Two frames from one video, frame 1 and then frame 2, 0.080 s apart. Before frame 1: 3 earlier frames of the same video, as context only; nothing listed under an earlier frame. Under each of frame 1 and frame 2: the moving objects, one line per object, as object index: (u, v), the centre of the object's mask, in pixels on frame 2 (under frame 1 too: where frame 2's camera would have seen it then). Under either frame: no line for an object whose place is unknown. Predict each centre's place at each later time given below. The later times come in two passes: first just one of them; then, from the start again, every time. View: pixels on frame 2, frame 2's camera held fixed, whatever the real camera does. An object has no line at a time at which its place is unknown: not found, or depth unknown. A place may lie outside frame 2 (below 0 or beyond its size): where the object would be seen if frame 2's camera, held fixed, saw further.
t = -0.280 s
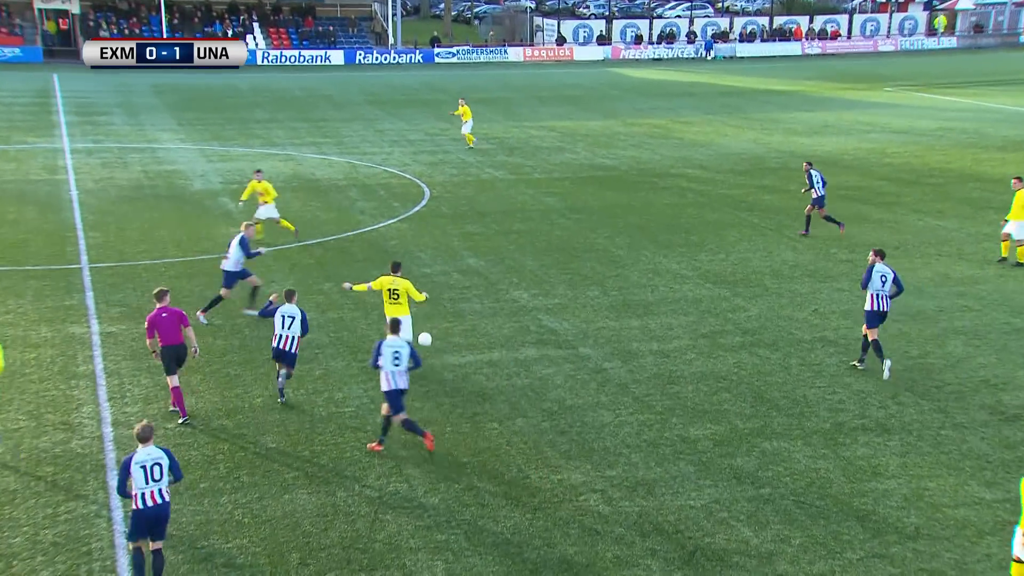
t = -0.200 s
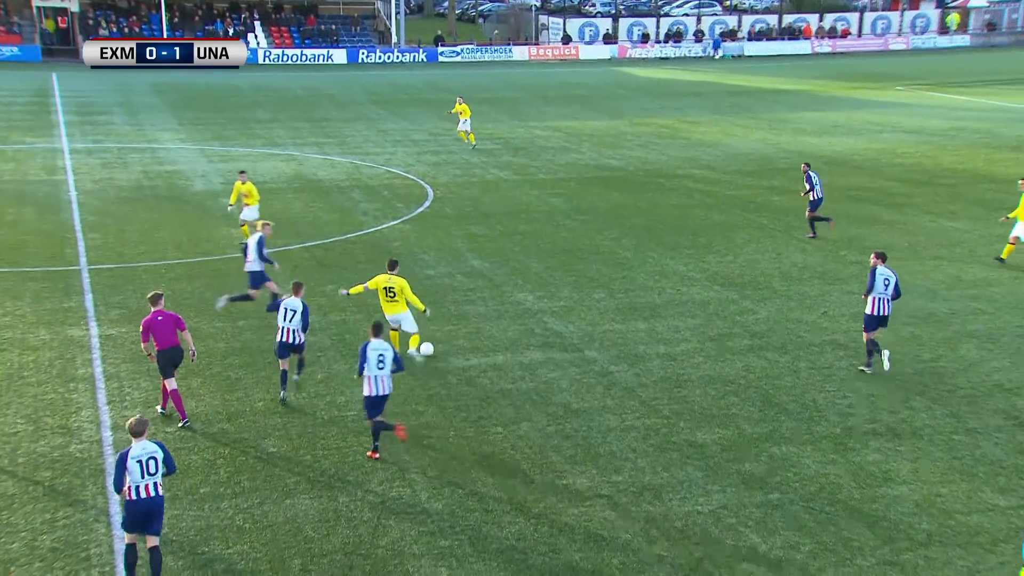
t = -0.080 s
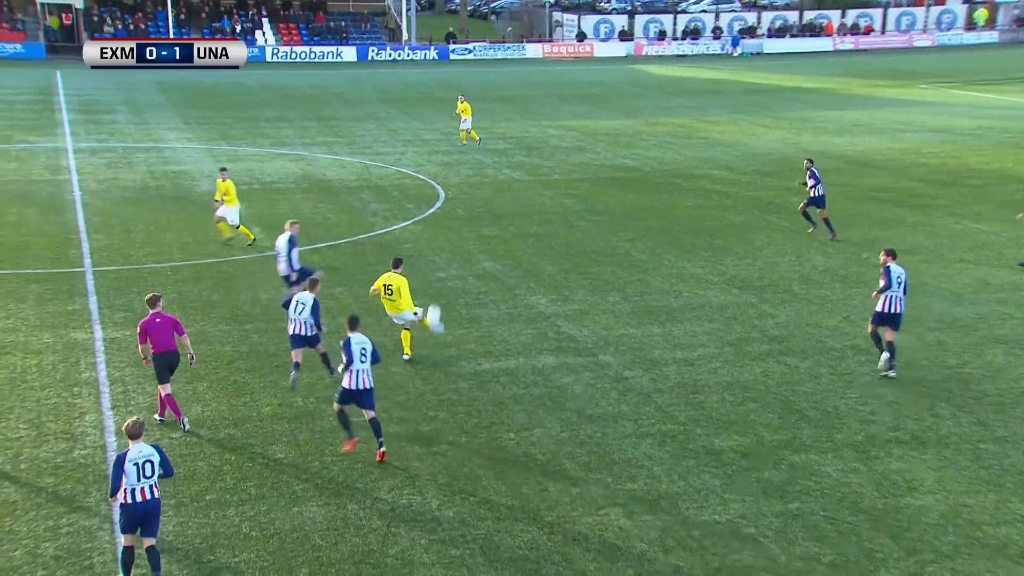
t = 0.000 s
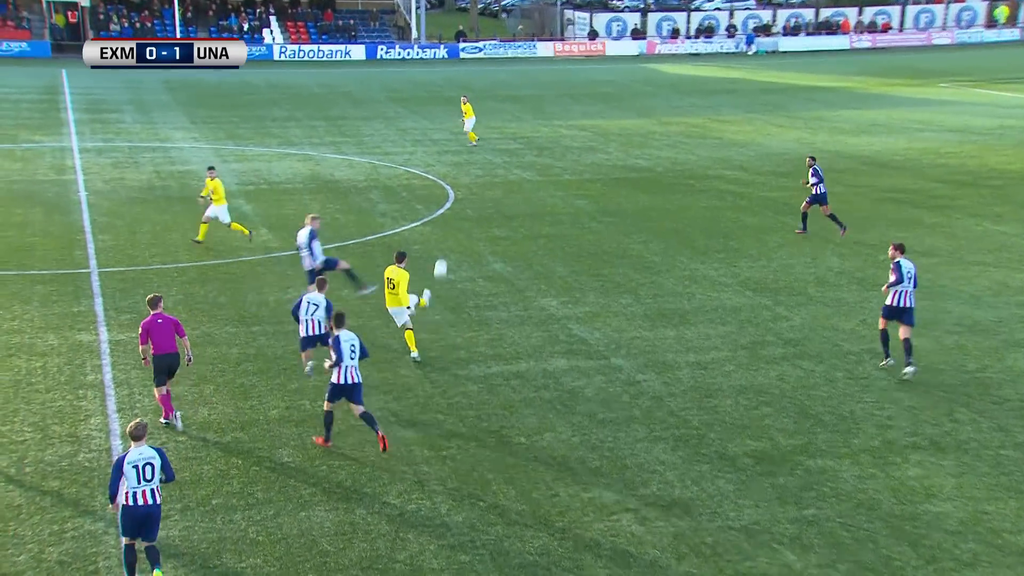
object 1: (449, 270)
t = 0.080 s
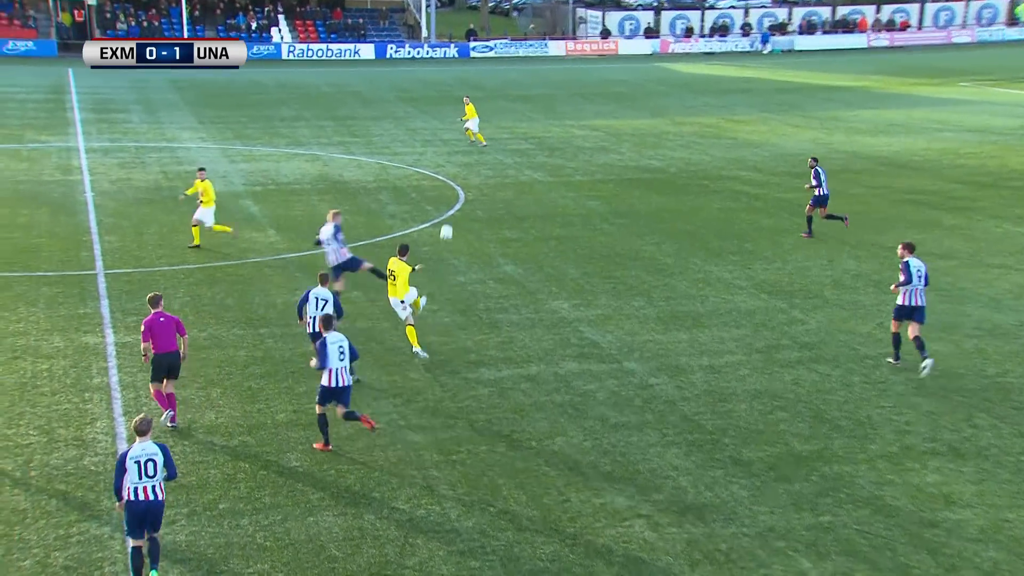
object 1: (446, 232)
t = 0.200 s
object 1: (440, 192)
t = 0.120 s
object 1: (444, 217)
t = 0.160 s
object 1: (442, 204)
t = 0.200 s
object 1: (440, 192)
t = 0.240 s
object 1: (438, 181)
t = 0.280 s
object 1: (436, 172)
